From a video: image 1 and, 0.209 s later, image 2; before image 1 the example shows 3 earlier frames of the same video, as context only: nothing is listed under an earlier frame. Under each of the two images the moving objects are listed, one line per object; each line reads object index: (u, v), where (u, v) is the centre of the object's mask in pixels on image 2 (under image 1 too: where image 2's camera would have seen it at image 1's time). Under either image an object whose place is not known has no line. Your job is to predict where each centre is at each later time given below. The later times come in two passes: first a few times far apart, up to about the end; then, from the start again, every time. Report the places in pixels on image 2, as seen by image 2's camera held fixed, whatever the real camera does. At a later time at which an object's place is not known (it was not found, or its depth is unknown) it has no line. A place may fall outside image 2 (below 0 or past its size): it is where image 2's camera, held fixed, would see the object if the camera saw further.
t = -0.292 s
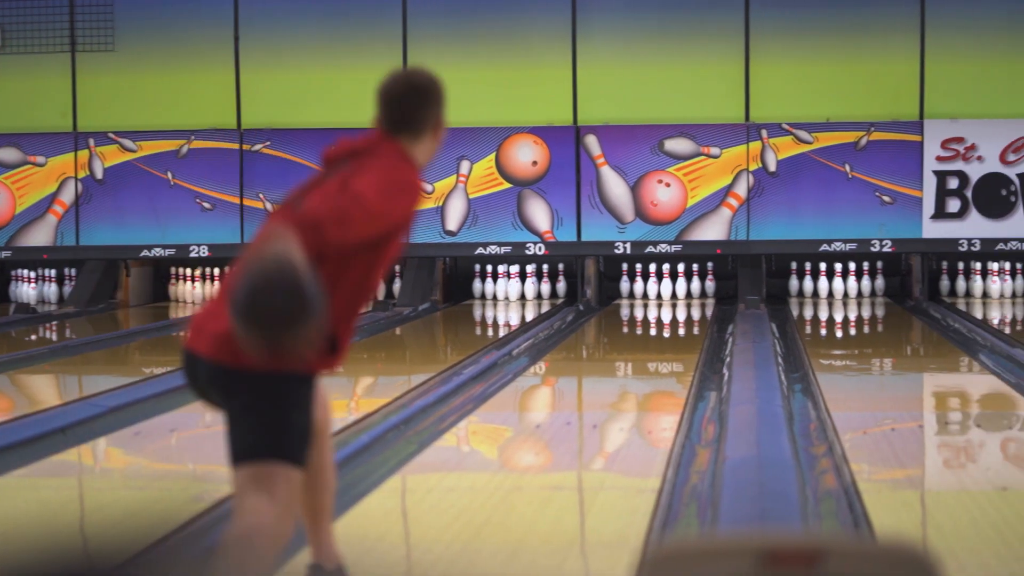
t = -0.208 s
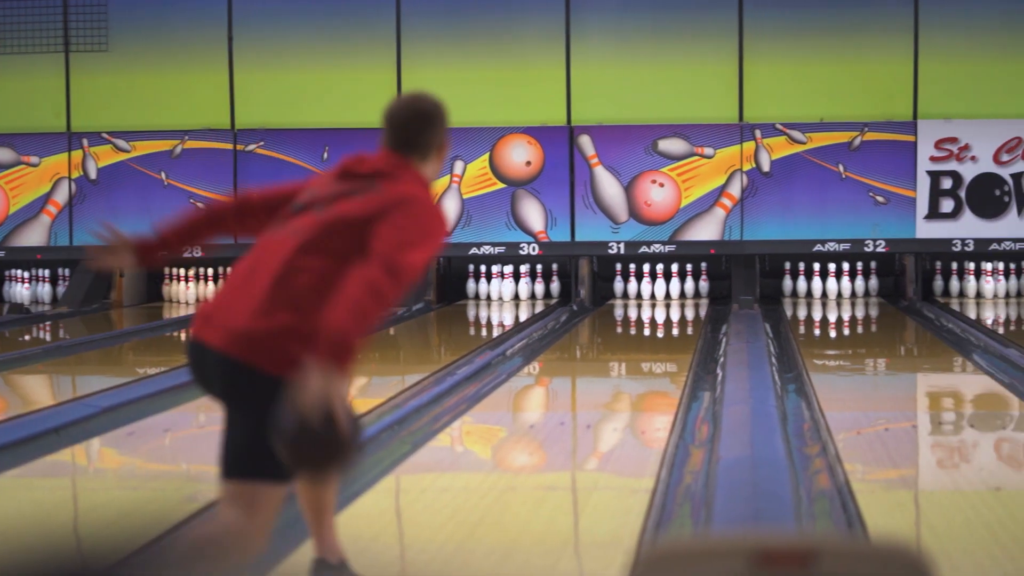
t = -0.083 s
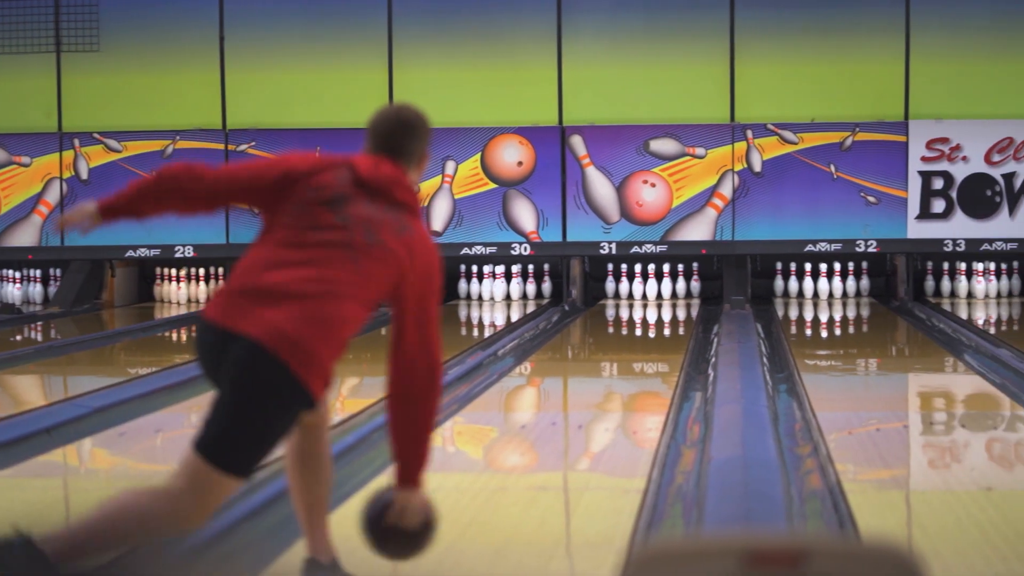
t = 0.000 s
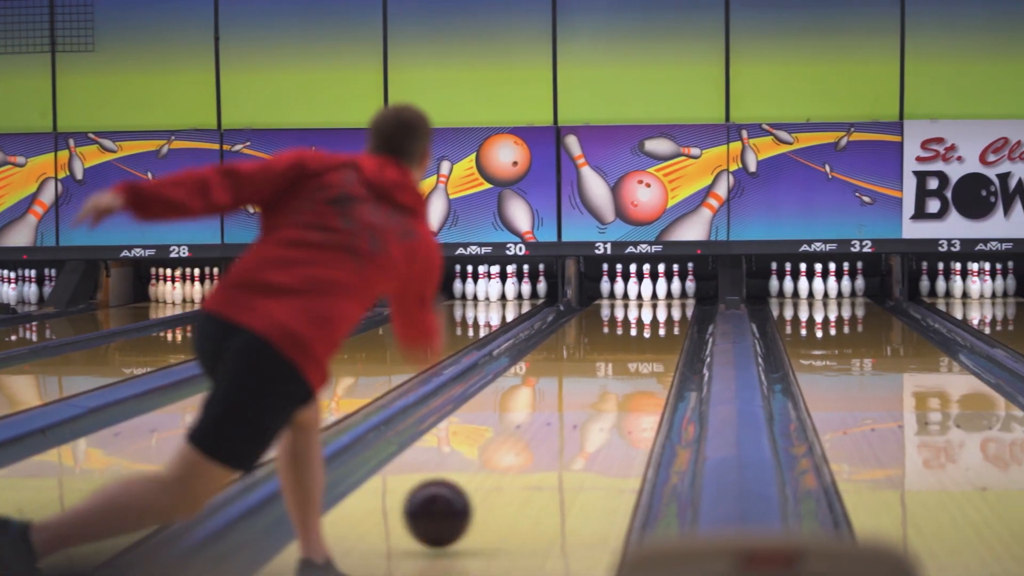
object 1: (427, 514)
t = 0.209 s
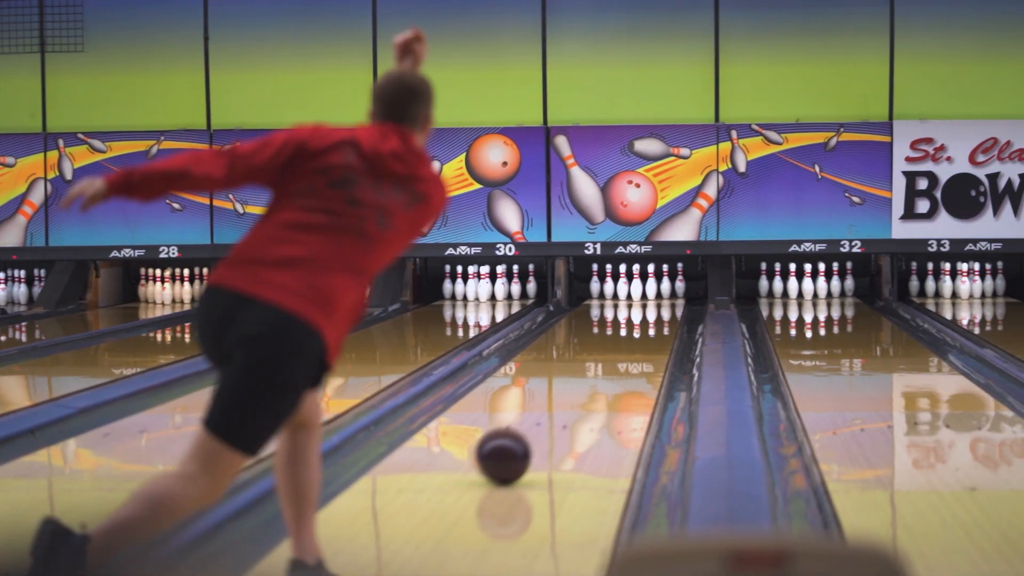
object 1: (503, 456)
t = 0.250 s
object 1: (515, 446)
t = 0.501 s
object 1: (569, 401)
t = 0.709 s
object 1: (601, 375)
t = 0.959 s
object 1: (628, 351)
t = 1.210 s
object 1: (646, 333)
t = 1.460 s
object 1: (656, 319)
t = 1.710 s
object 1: (660, 308)
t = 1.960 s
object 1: (654, 299)
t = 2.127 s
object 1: (647, 294)
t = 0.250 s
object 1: (515, 446)
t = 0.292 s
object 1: (526, 437)
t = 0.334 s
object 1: (536, 429)
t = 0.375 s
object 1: (545, 421)
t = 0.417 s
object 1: (554, 414)
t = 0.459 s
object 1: (562, 407)
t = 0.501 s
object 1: (569, 401)
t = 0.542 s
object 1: (576, 395)
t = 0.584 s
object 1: (583, 390)
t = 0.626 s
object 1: (589, 385)
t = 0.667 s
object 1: (595, 380)
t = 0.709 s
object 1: (601, 375)
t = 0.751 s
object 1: (606, 371)
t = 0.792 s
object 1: (611, 366)
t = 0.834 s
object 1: (615, 362)
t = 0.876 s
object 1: (620, 358)
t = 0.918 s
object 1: (624, 355)
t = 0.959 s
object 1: (628, 351)
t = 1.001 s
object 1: (631, 348)
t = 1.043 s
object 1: (634, 345)
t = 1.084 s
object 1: (637, 342)
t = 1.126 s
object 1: (641, 339)
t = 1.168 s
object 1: (643, 336)
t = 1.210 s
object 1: (646, 333)
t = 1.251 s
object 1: (648, 330)
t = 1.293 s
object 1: (650, 328)
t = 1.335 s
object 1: (652, 326)
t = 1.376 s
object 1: (654, 323)
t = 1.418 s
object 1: (656, 321)
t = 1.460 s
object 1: (656, 319)
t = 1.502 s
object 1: (658, 317)
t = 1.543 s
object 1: (659, 314)
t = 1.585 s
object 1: (659, 313)
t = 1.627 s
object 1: (659, 311)
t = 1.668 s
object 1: (660, 310)
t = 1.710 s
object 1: (660, 308)
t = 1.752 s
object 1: (659, 306)
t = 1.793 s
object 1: (659, 305)
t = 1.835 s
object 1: (658, 303)
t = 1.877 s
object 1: (657, 302)
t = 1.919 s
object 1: (656, 300)
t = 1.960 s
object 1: (654, 299)
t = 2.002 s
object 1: (653, 298)
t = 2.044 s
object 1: (651, 296)
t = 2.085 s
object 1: (649, 295)
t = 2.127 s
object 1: (647, 294)
